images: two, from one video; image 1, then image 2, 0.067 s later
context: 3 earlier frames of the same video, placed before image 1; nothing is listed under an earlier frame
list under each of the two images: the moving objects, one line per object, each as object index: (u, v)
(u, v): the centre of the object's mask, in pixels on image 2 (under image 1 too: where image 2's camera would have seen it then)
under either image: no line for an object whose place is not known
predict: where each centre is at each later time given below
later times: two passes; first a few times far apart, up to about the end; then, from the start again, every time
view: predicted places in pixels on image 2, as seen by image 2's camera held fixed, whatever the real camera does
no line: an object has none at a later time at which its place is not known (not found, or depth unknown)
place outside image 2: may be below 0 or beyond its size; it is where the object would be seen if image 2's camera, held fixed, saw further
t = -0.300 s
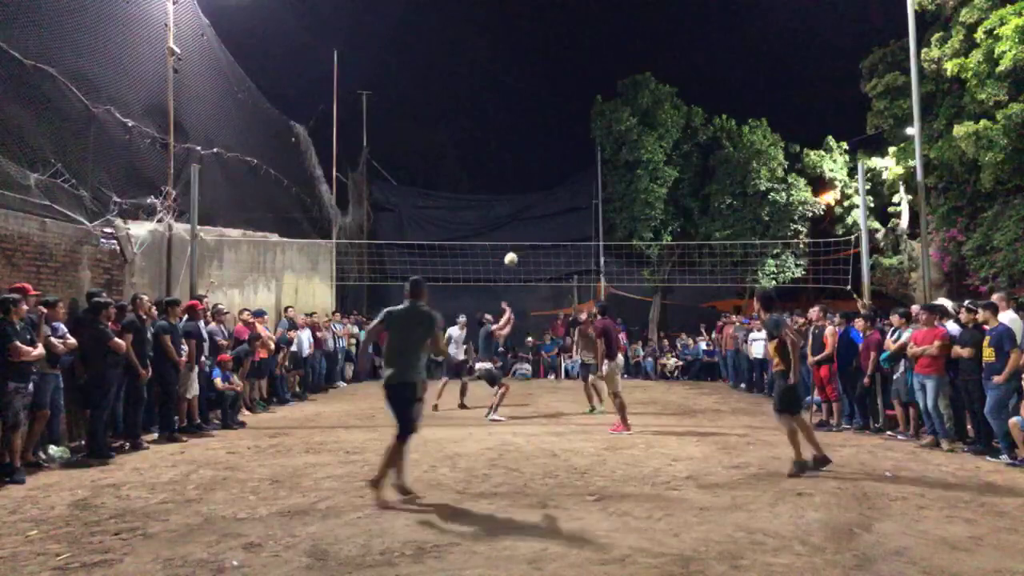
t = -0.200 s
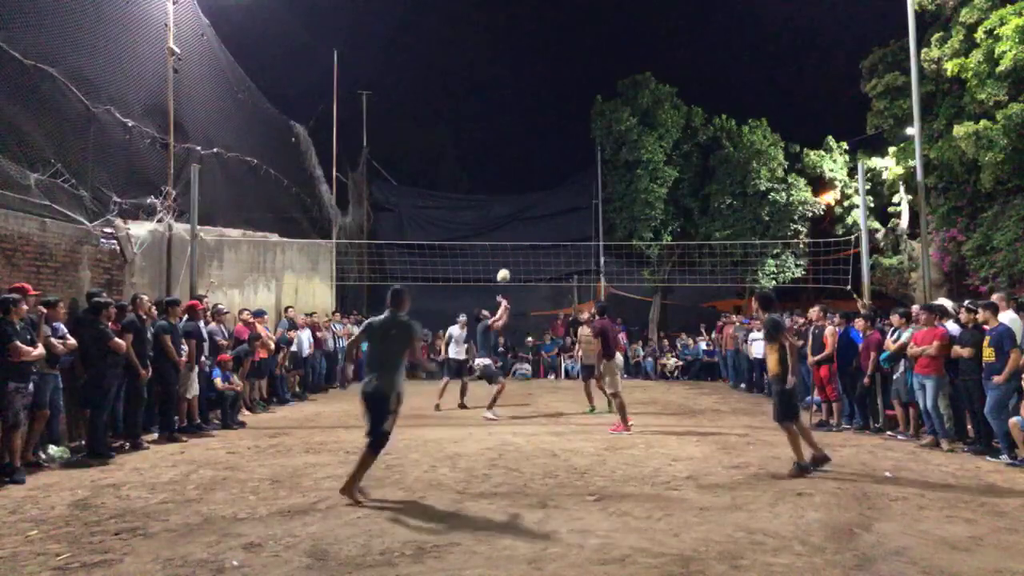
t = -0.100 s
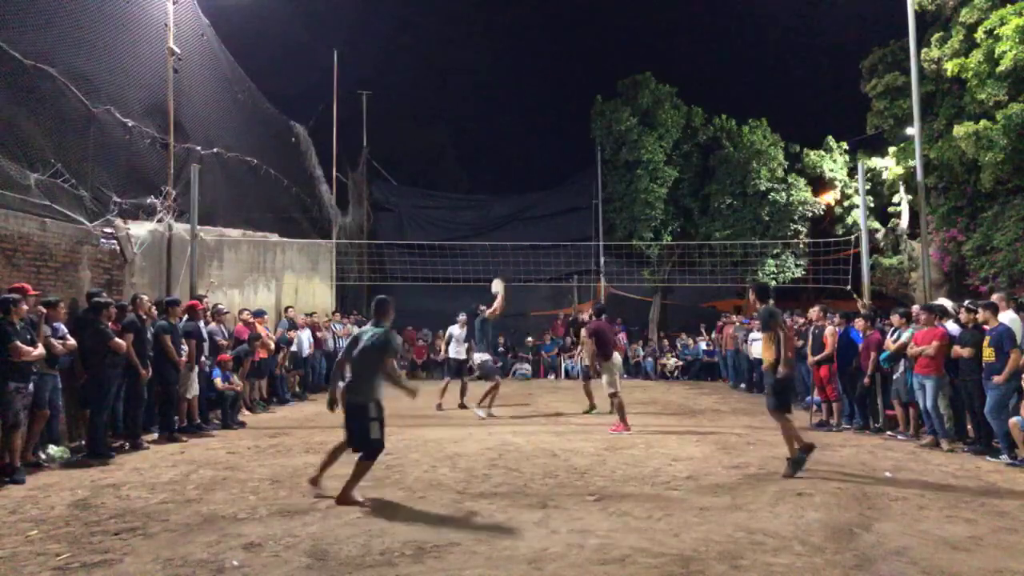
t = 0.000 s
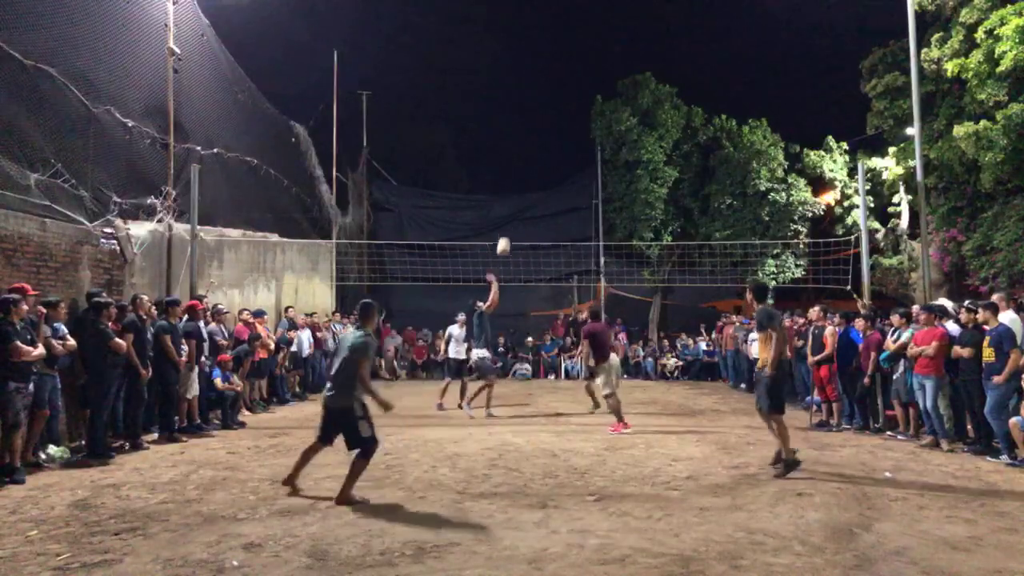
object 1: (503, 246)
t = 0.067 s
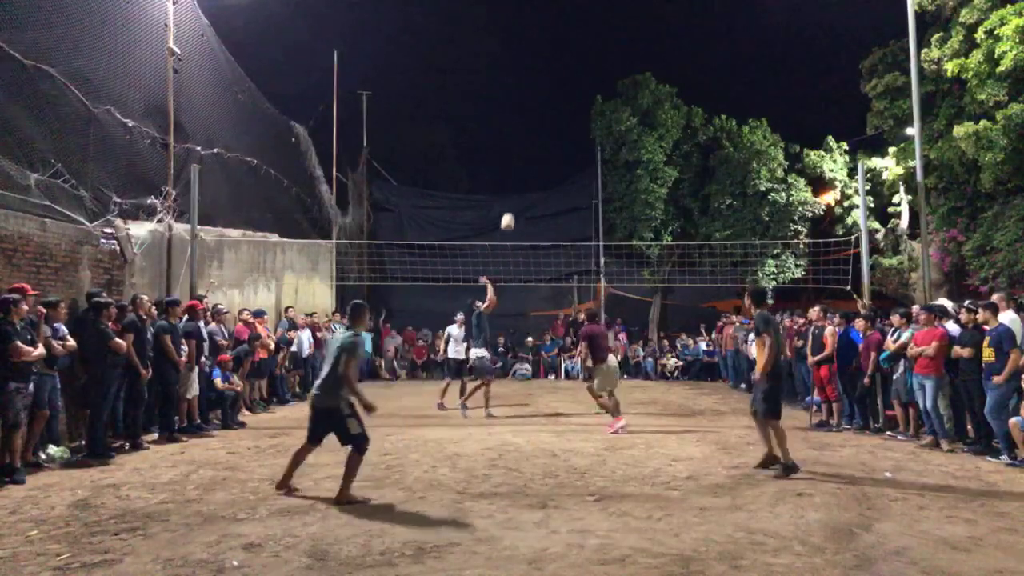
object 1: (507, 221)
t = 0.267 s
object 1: (521, 167)
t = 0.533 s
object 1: (539, 133)
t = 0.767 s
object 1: (555, 140)
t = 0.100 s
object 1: (509, 210)
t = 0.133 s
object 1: (512, 200)
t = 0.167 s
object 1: (514, 191)
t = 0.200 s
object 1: (516, 182)
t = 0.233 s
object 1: (519, 174)
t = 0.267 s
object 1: (521, 167)
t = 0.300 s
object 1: (523, 160)
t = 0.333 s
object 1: (525, 155)
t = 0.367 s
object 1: (528, 149)
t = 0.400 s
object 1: (530, 145)
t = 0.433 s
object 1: (532, 141)
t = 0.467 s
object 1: (534, 137)
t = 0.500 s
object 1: (535, 134)
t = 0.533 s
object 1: (539, 133)
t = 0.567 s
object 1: (541, 132)
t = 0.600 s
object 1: (543, 132)
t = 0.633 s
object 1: (546, 132)
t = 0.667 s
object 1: (548, 133)
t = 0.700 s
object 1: (550, 135)
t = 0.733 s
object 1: (553, 137)
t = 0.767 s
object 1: (555, 140)
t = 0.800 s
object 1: (557, 143)
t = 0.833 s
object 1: (559, 148)
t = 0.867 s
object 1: (562, 153)
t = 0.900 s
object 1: (564, 158)
